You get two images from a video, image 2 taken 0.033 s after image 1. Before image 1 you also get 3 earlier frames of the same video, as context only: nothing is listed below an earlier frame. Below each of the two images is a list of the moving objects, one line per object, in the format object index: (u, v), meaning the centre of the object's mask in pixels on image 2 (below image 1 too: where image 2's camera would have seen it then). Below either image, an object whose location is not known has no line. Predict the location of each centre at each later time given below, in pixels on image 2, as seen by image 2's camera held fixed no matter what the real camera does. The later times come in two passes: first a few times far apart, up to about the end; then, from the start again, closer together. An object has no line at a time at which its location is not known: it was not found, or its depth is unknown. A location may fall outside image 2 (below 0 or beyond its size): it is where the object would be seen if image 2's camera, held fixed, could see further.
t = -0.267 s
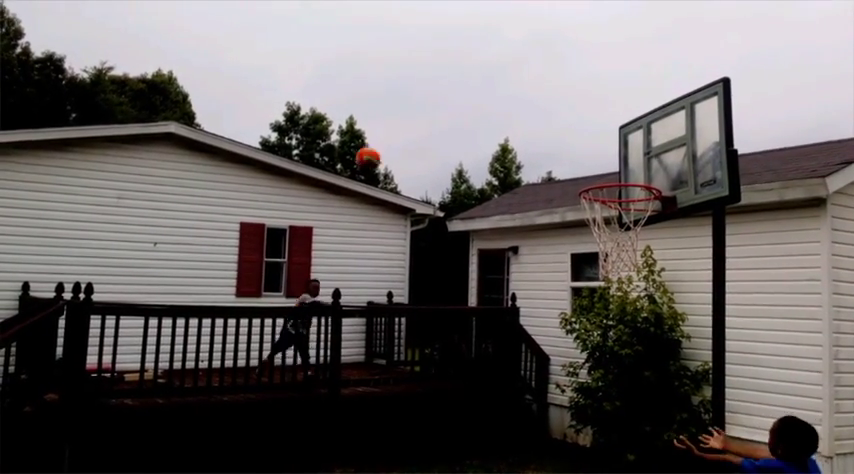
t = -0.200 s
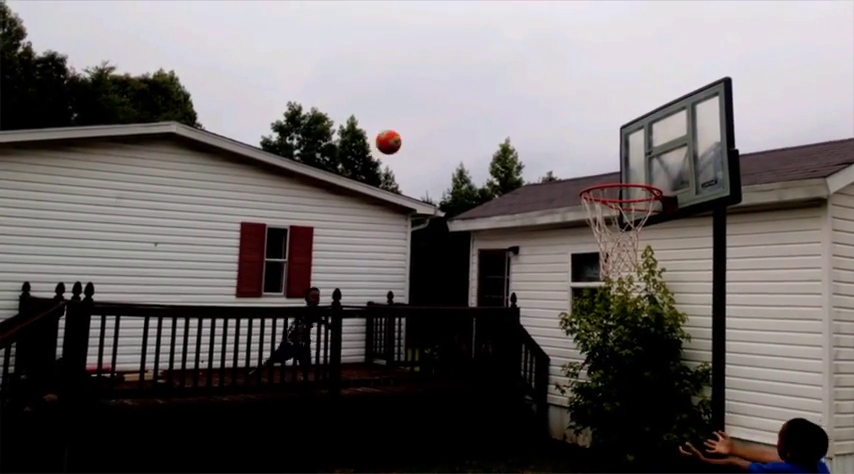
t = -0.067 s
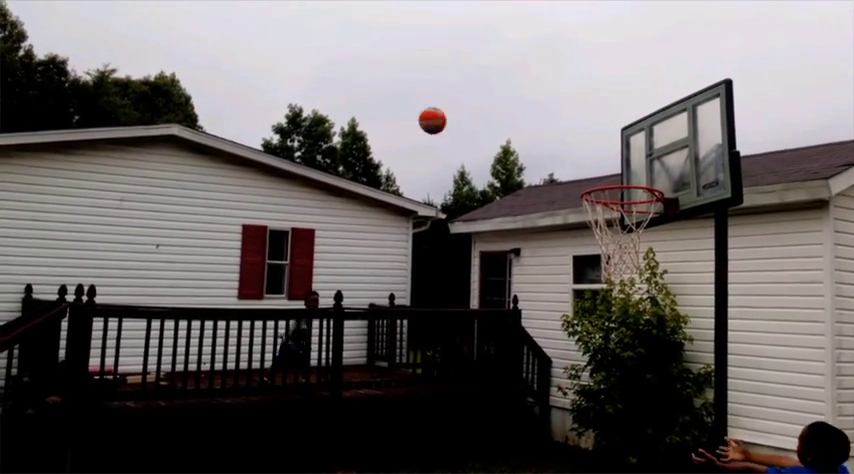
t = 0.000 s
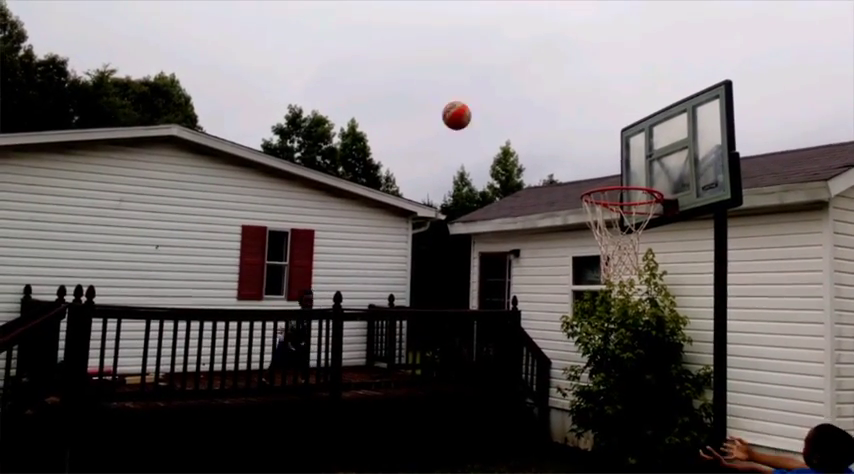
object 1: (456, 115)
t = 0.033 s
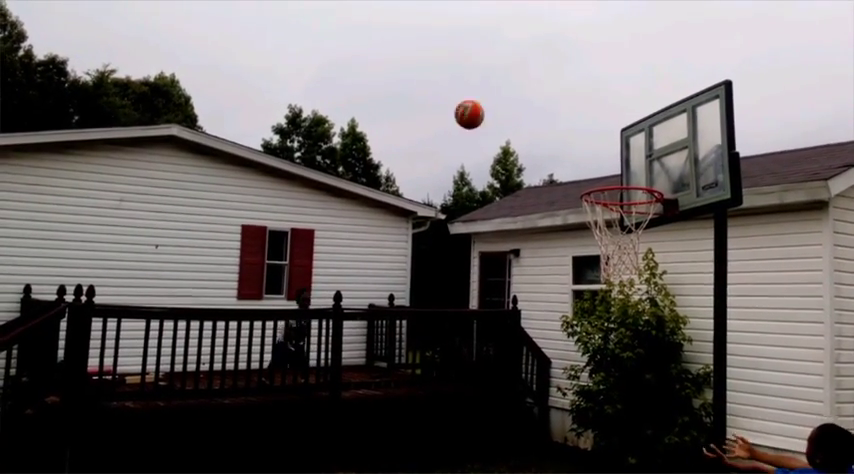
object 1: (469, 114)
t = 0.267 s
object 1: (580, 151)
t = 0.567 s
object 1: (587, 226)
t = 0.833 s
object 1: (595, 236)
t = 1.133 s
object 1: (631, 357)
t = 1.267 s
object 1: (647, 449)
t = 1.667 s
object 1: (685, 422)
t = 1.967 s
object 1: (698, 359)
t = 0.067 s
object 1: (483, 114)
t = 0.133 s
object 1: (511, 119)
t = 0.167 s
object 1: (527, 124)
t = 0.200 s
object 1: (544, 131)
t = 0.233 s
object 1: (562, 139)
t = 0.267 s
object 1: (580, 151)
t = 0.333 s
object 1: (624, 181)
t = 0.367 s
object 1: (632, 193)
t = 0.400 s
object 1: (633, 204)
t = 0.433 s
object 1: (623, 210)
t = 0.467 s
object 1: (611, 217)
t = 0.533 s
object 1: (591, 225)
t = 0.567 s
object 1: (587, 226)
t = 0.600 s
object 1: (583, 223)
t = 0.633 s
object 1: (585, 221)
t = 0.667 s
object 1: (586, 221)
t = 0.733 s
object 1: (589, 222)
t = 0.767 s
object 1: (590, 226)
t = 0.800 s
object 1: (592, 230)
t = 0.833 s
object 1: (595, 236)
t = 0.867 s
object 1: (599, 245)
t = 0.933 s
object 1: (607, 264)
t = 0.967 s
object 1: (610, 275)
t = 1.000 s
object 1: (615, 288)
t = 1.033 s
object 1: (618, 302)
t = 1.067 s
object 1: (622, 318)
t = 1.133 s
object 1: (631, 357)
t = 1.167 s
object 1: (635, 379)
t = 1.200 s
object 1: (639, 402)
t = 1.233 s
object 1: (644, 430)
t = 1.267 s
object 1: (647, 449)
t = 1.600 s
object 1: (678, 445)
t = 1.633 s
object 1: (682, 437)
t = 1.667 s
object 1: (685, 422)
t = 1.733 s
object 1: (689, 395)
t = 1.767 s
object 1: (691, 385)
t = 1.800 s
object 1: (693, 377)
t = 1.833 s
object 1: (694, 370)
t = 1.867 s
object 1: (695, 364)
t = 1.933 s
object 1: (697, 359)
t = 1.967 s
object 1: (698, 359)
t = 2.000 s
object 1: (699, 362)
